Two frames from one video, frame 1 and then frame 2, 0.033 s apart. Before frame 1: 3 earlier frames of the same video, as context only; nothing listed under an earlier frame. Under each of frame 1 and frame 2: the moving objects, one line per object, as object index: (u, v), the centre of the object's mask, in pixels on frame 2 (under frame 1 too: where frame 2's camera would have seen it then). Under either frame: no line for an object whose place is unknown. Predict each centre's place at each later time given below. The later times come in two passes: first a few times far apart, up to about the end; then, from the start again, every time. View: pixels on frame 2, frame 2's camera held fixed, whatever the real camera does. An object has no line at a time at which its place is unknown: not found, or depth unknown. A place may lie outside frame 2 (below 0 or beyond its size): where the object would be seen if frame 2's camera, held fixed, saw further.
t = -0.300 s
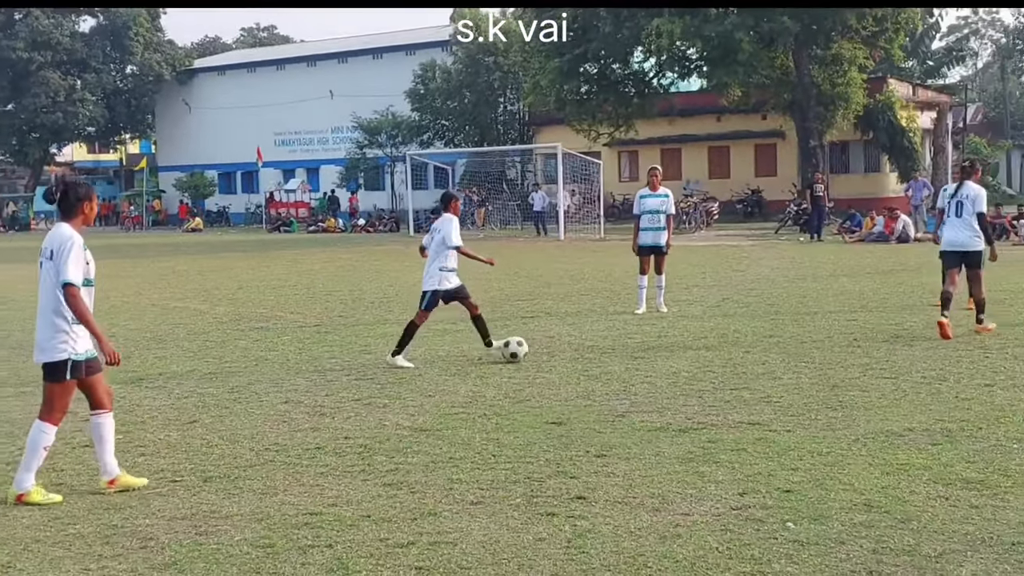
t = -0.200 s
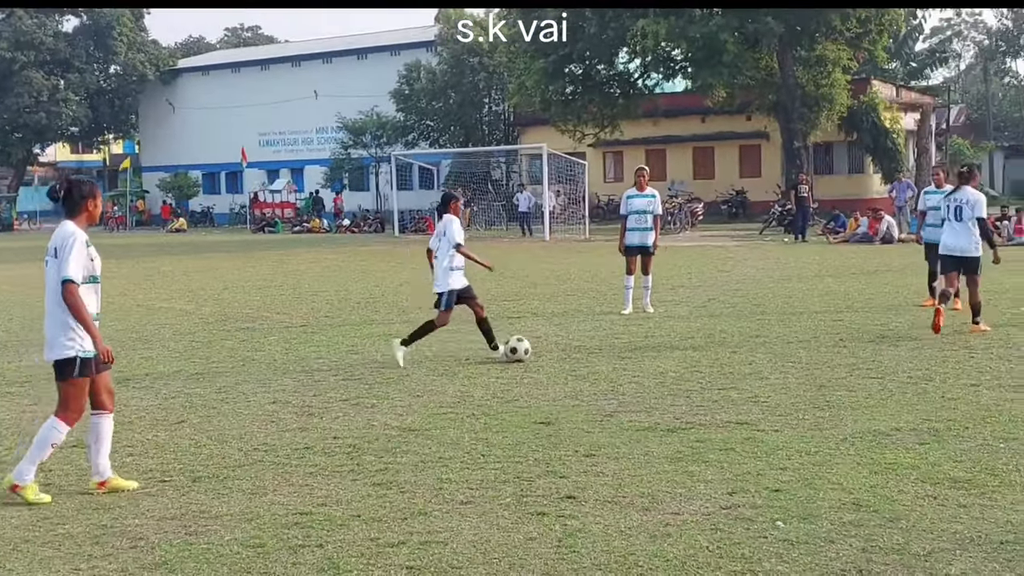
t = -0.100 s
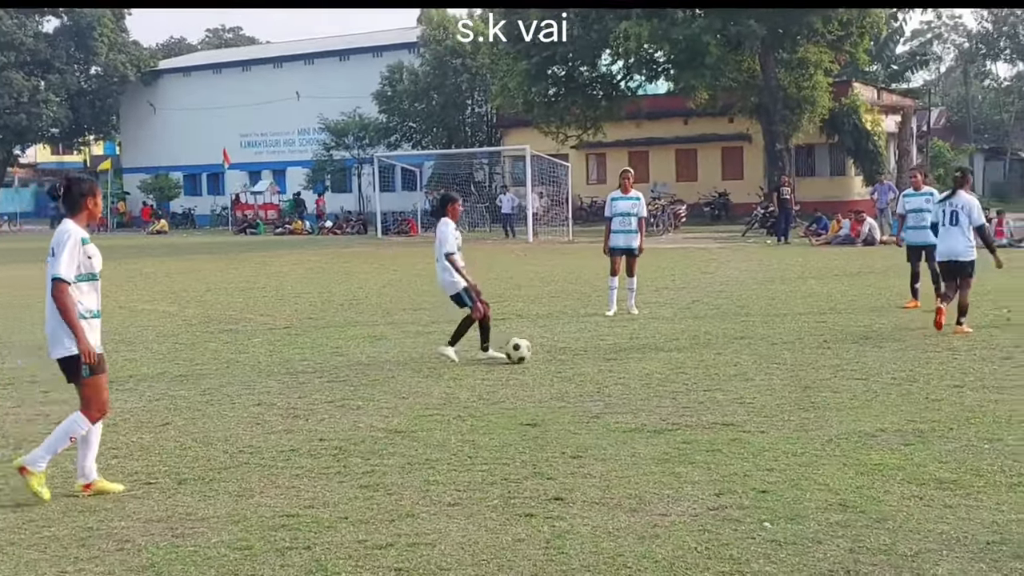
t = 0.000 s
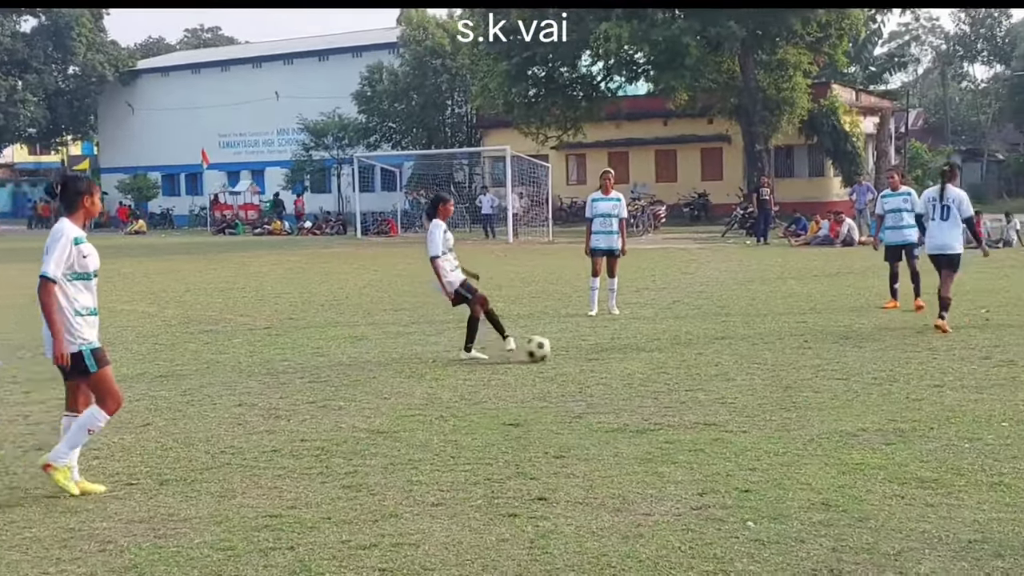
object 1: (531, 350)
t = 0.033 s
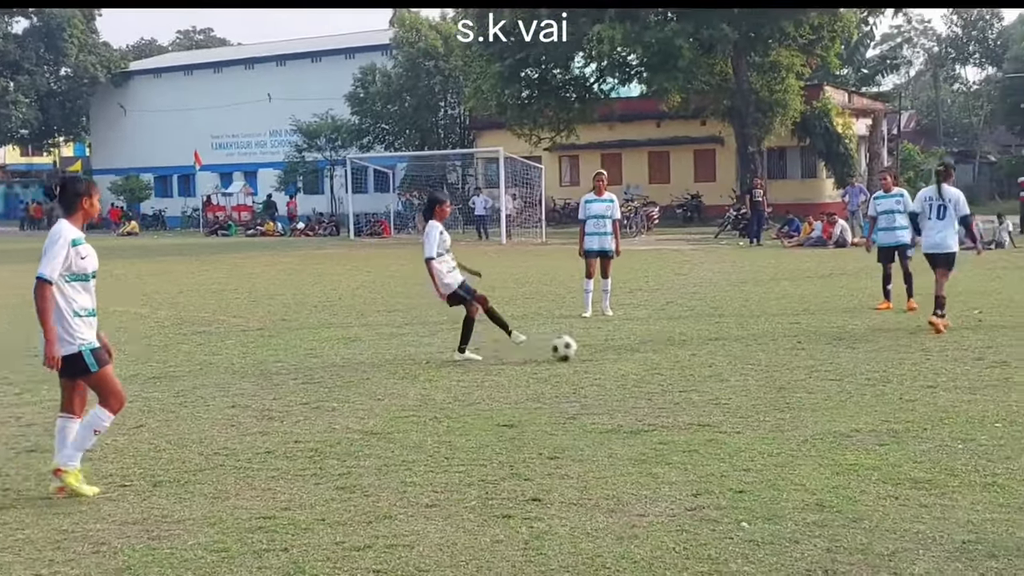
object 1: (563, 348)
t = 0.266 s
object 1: (750, 335)
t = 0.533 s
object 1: (908, 326)
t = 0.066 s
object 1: (595, 346)
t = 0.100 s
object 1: (623, 343)
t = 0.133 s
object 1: (650, 341)
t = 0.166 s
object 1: (677, 341)
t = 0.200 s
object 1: (704, 341)
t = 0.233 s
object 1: (728, 338)
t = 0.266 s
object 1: (750, 335)
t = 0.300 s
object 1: (772, 333)
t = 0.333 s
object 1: (794, 332)
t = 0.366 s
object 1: (816, 333)
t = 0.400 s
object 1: (837, 335)
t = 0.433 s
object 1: (855, 331)
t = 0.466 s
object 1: (873, 328)
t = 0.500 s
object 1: (891, 325)
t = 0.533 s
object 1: (908, 326)
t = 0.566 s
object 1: (925, 327)
